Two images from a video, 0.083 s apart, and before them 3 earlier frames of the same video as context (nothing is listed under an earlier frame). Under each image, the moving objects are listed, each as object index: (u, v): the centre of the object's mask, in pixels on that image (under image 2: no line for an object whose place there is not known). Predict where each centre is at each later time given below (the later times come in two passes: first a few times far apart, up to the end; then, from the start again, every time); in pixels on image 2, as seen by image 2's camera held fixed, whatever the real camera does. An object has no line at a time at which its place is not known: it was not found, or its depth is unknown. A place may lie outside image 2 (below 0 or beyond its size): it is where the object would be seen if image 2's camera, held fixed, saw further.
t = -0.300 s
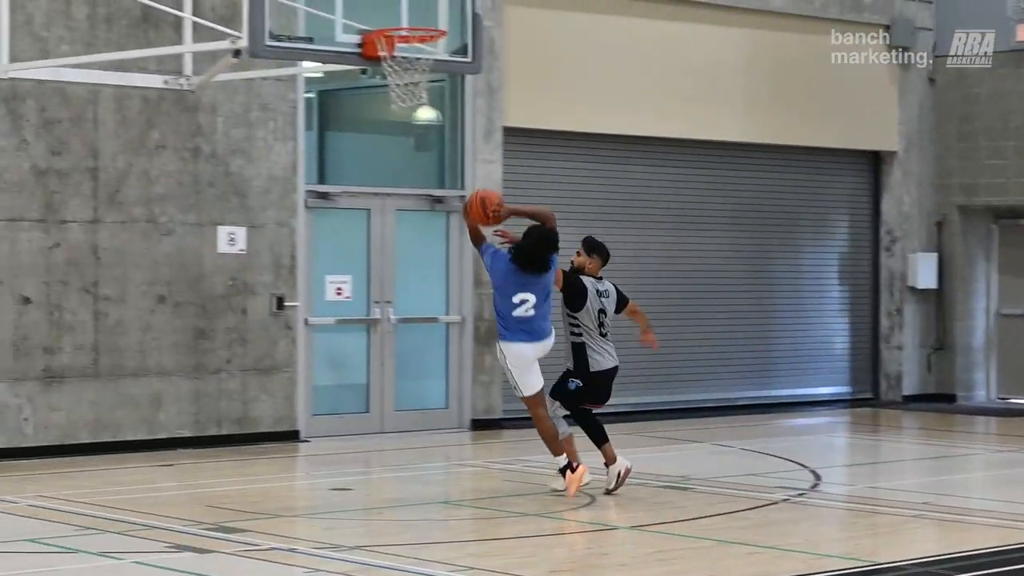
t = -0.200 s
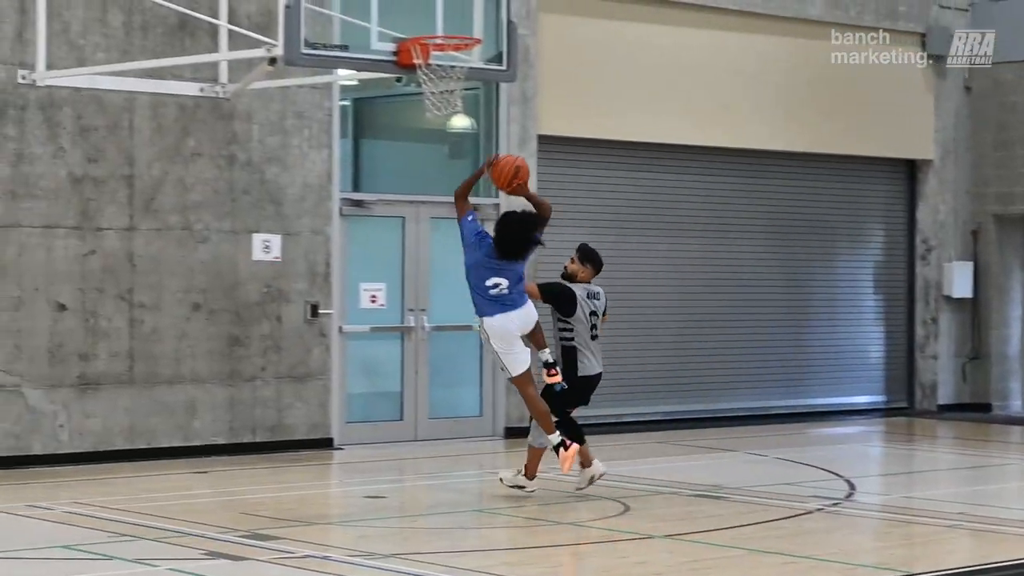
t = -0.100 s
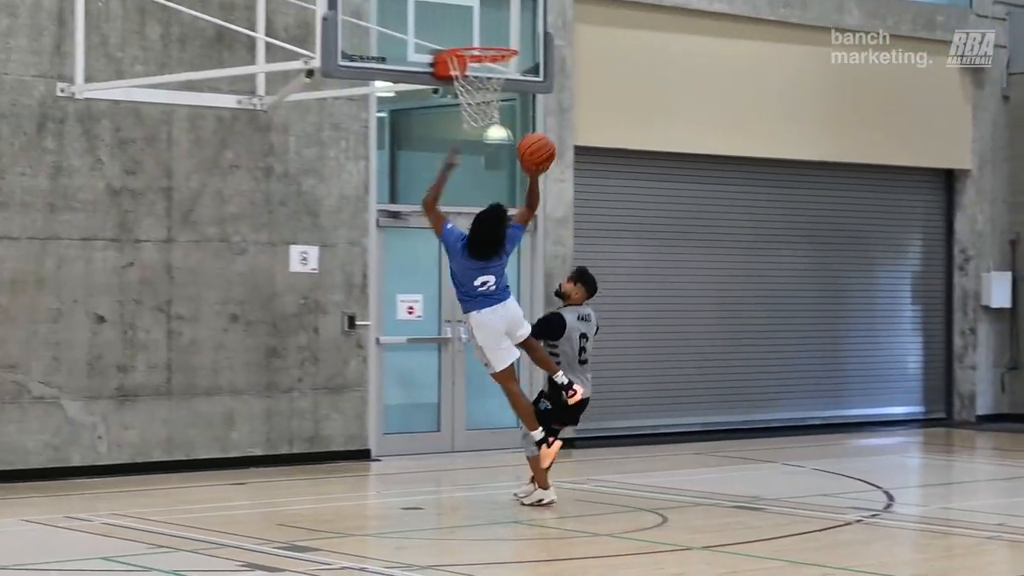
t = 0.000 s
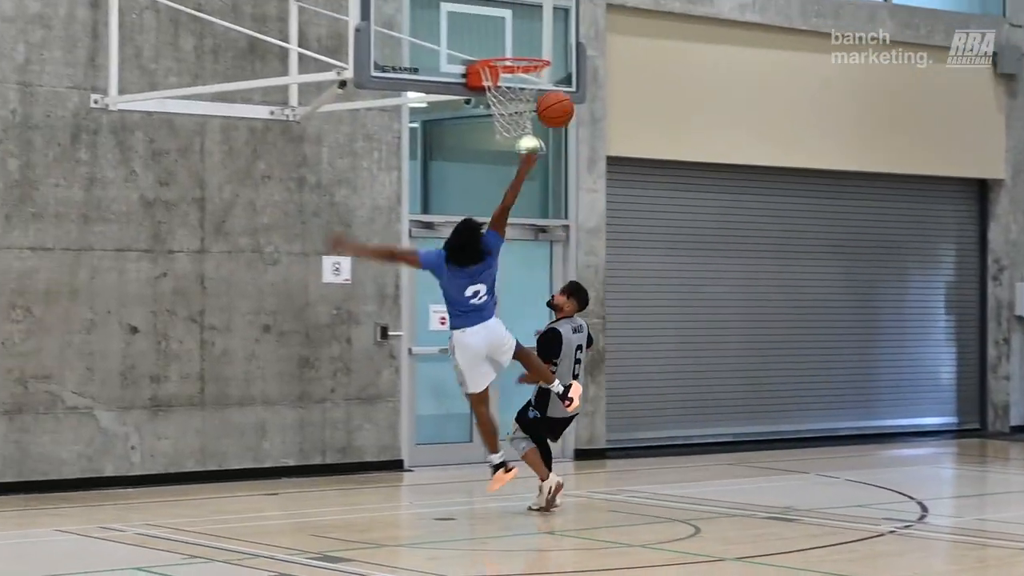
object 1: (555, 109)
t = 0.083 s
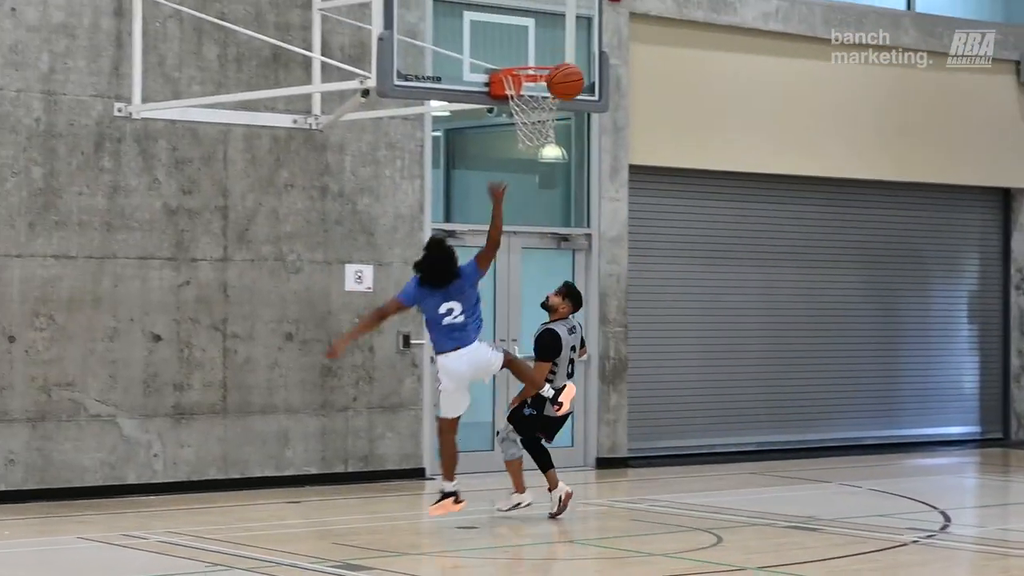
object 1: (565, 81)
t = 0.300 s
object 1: (534, 41)
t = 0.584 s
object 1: (525, 47)
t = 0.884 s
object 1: (549, 68)
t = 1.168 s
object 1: (511, 121)
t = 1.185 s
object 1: (510, 124)
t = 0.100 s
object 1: (563, 76)
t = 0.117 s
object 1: (560, 71)
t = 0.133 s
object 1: (558, 66)
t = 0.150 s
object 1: (556, 61)
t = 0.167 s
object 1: (553, 58)
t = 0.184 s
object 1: (550, 54)
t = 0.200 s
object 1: (548, 51)
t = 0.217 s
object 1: (546, 48)
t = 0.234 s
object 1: (544, 46)
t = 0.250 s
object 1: (541, 44)
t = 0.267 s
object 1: (539, 43)
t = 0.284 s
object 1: (537, 42)
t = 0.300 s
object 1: (534, 41)
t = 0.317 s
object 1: (532, 41)
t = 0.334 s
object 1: (530, 41)
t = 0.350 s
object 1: (527, 42)
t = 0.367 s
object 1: (525, 43)
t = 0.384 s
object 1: (523, 44)
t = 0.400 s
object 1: (520, 46)
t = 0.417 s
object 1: (518, 48)
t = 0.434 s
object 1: (516, 51)
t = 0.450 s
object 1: (513, 53)
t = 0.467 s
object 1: (511, 55)
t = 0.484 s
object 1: (512, 53)
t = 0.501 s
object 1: (515, 52)
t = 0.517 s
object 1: (517, 50)
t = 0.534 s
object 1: (519, 49)
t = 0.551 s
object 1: (521, 48)
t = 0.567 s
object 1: (523, 47)
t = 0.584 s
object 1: (525, 47)
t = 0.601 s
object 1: (527, 47)
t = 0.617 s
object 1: (529, 47)
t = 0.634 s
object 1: (532, 48)
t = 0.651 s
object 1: (534, 49)
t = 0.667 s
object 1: (536, 50)
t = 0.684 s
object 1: (538, 52)
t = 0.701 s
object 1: (540, 54)
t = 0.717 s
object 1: (542, 55)
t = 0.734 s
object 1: (544, 57)
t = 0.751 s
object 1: (546, 58)
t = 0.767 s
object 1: (547, 59)
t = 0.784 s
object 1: (547, 58)
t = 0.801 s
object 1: (548, 58)
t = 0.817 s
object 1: (548, 58)
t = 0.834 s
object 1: (549, 59)
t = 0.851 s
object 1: (549, 59)
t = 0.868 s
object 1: (549, 60)
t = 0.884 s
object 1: (549, 68)
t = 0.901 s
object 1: (549, 71)
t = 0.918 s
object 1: (549, 72)
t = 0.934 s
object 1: (546, 74)
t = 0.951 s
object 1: (544, 76)
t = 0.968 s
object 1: (541, 78)
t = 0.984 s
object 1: (540, 81)
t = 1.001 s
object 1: (538, 86)
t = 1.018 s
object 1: (531, 89)
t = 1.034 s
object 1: (527, 91)
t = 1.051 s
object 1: (525, 95)
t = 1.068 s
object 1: (520, 98)
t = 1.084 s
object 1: (519, 104)
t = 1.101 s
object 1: (518, 110)
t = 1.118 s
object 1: (515, 112)
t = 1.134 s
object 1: (514, 115)
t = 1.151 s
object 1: (513, 120)
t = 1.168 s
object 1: (511, 121)
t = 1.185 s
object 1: (510, 124)
